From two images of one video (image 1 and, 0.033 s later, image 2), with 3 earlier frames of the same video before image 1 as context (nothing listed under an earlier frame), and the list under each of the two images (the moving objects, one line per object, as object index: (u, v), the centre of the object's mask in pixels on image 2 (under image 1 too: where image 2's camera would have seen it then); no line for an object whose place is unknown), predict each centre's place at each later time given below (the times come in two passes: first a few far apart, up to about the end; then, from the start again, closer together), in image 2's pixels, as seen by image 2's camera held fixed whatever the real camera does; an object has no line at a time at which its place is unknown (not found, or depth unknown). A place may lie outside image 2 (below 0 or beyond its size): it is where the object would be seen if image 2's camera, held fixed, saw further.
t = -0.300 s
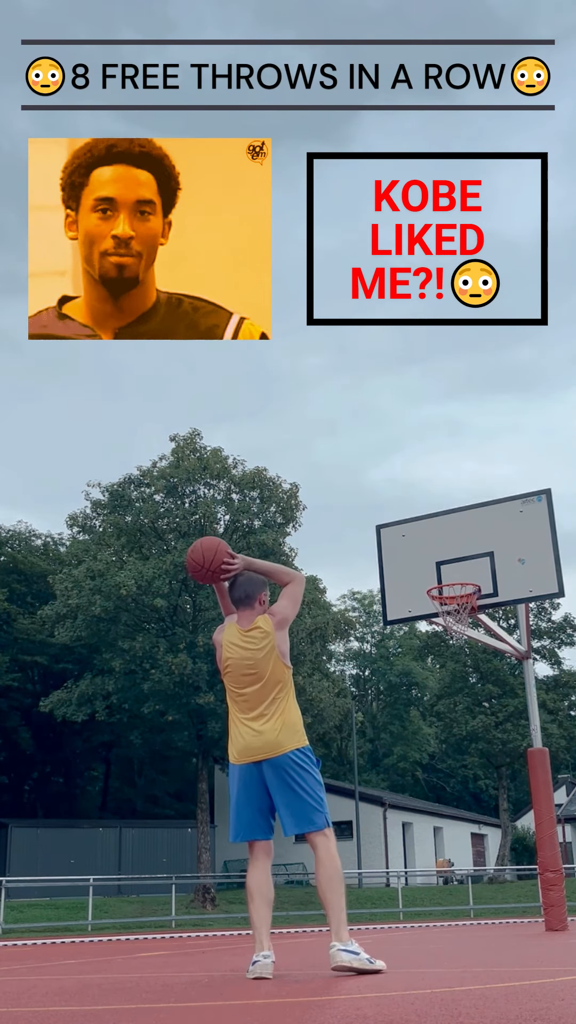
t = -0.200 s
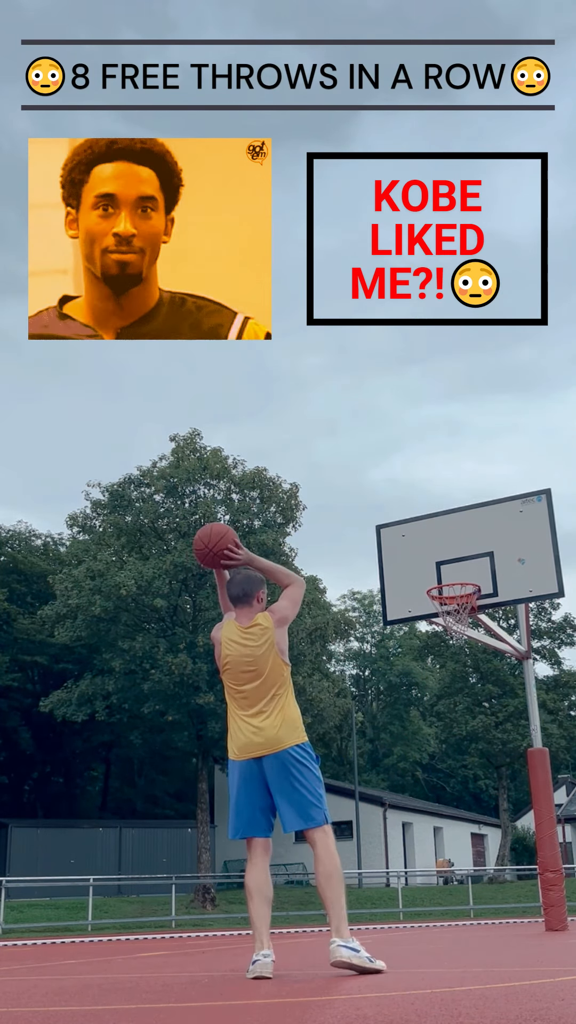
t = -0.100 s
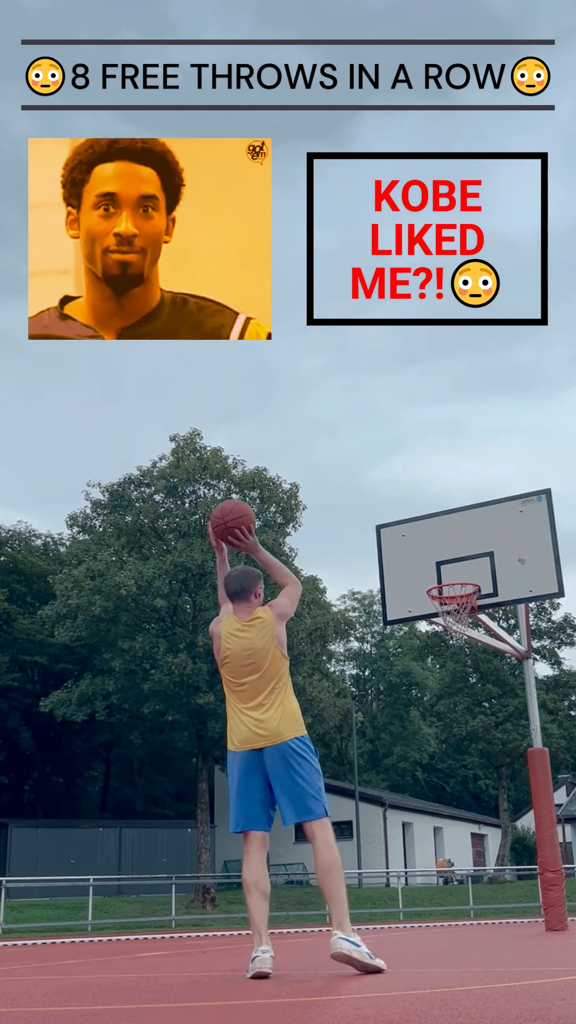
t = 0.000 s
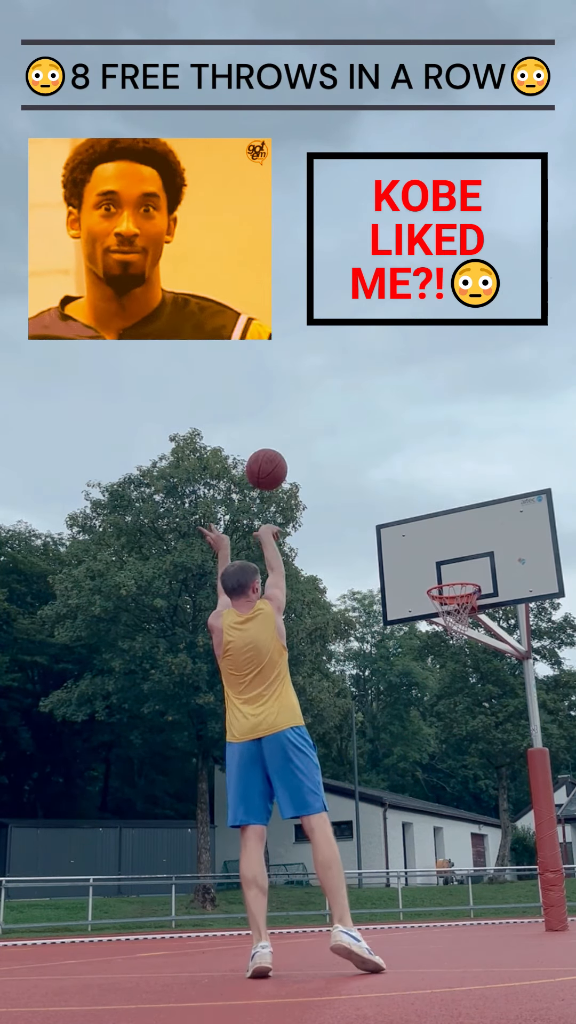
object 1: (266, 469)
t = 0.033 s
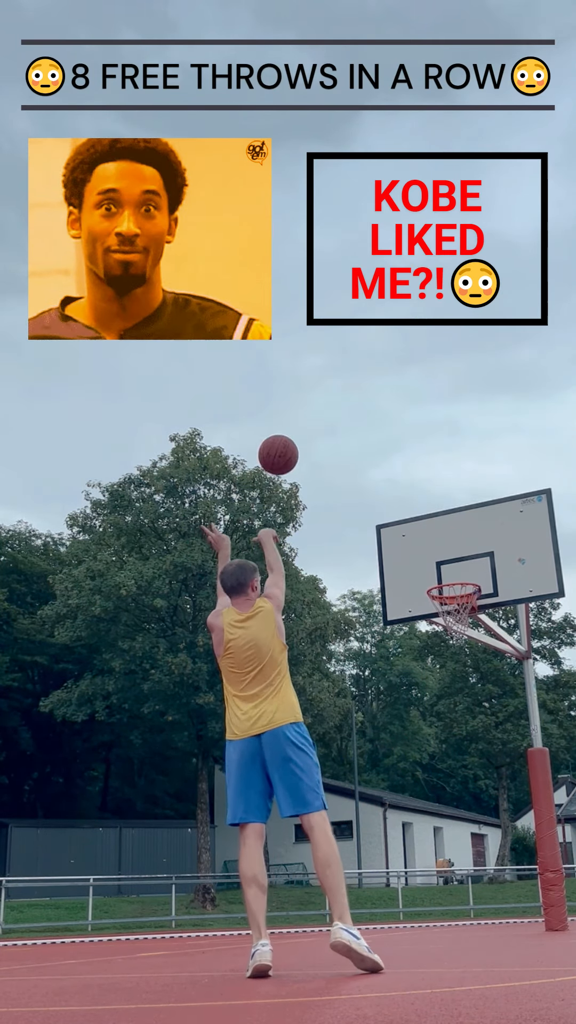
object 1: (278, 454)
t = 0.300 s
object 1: (352, 415)
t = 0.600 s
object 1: (412, 471)
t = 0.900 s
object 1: (461, 597)
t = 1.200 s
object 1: (435, 681)
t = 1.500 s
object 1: (416, 861)
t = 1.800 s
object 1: (395, 800)
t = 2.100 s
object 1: (375, 720)
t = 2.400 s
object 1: (359, 754)
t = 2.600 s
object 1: (350, 853)
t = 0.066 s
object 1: (289, 442)
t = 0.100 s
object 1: (300, 434)
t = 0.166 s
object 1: (319, 421)
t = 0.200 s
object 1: (328, 417)
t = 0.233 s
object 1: (336, 415)
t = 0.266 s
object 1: (344, 414)
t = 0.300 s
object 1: (352, 415)
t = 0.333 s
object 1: (360, 416)
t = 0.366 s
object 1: (367, 420)
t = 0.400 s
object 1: (374, 424)
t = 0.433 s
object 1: (381, 429)
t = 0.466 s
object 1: (387, 436)
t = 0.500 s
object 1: (394, 443)
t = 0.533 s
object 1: (400, 451)
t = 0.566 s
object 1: (406, 461)
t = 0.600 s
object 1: (412, 471)
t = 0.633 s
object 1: (418, 482)
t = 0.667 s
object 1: (424, 494)
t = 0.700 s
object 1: (430, 507)
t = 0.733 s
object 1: (436, 521)
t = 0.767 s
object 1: (441, 535)
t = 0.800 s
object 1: (447, 550)
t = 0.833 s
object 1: (453, 566)
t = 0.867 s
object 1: (458, 583)
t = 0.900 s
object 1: (461, 597)
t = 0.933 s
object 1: (457, 612)
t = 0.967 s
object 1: (454, 621)
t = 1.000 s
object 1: (451, 627)
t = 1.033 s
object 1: (447, 633)
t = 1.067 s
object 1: (445, 640)
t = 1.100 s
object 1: (442, 648)
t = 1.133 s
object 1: (440, 658)
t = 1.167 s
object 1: (438, 668)
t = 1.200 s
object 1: (435, 681)
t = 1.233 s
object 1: (433, 694)
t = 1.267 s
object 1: (431, 710)
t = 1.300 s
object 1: (429, 726)
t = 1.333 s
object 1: (427, 745)
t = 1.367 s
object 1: (424, 765)
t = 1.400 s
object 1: (422, 786)
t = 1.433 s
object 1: (420, 809)
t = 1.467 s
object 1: (418, 834)
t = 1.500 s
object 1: (416, 861)
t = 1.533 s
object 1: (415, 890)
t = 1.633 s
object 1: (407, 893)
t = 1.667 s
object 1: (405, 872)
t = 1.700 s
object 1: (402, 852)
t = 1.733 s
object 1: (400, 833)
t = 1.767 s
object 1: (397, 816)
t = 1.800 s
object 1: (395, 800)
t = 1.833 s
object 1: (392, 785)
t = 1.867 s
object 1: (390, 773)
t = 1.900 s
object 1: (387, 761)
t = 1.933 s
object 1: (385, 751)
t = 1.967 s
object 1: (383, 742)
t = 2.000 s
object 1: (381, 734)
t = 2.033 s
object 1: (379, 728)
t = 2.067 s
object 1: (377, 723)
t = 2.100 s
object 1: (375, 720)
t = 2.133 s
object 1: (373, 718)
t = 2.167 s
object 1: (371, 717)
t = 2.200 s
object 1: (369, 717)
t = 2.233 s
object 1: (367, 720)
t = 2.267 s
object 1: (365, 724)
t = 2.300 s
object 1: (363, 729)
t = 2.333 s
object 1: (362, 736)
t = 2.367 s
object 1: (360, 744)
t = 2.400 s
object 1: (359, 754)
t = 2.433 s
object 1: (357, 766)
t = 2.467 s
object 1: (356, 779)
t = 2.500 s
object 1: (355, 794)
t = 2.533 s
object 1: (353, 812)
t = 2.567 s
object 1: (352, 831)
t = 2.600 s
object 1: (350, 853)
